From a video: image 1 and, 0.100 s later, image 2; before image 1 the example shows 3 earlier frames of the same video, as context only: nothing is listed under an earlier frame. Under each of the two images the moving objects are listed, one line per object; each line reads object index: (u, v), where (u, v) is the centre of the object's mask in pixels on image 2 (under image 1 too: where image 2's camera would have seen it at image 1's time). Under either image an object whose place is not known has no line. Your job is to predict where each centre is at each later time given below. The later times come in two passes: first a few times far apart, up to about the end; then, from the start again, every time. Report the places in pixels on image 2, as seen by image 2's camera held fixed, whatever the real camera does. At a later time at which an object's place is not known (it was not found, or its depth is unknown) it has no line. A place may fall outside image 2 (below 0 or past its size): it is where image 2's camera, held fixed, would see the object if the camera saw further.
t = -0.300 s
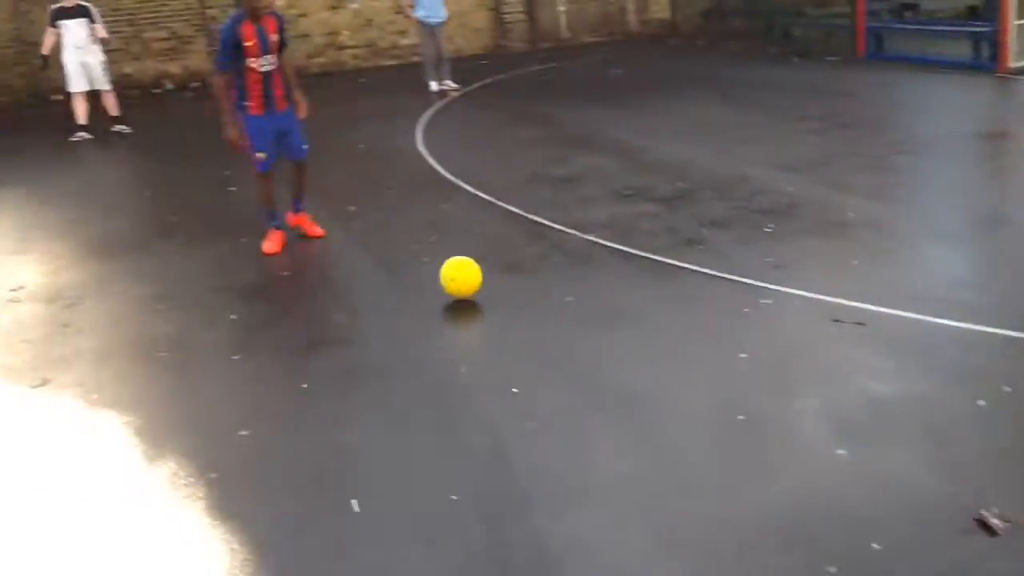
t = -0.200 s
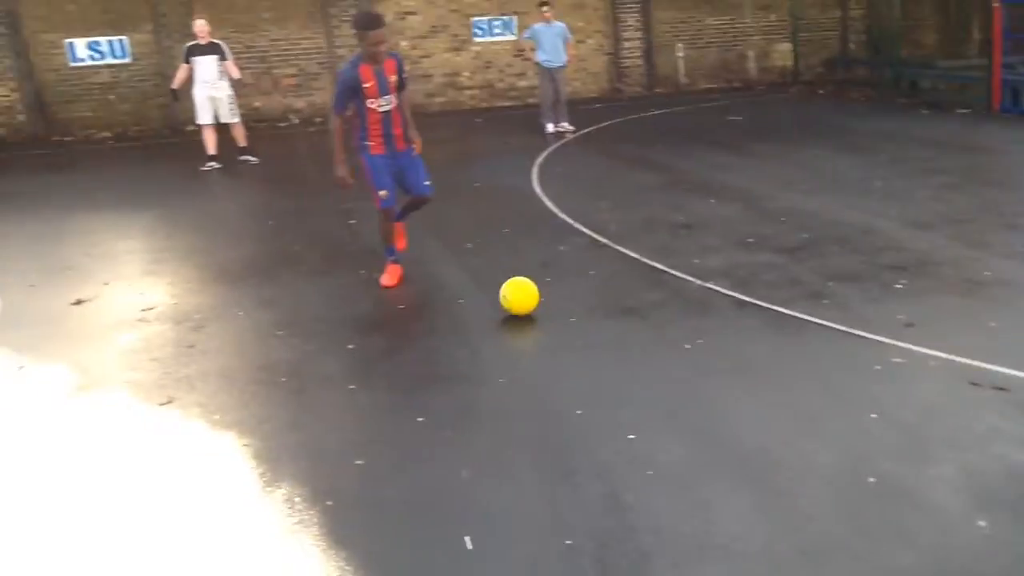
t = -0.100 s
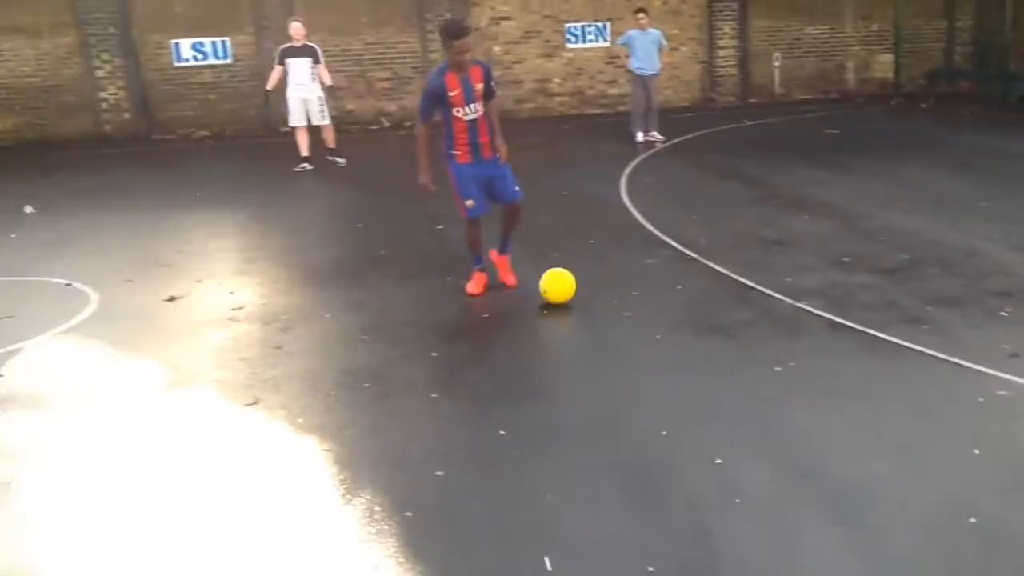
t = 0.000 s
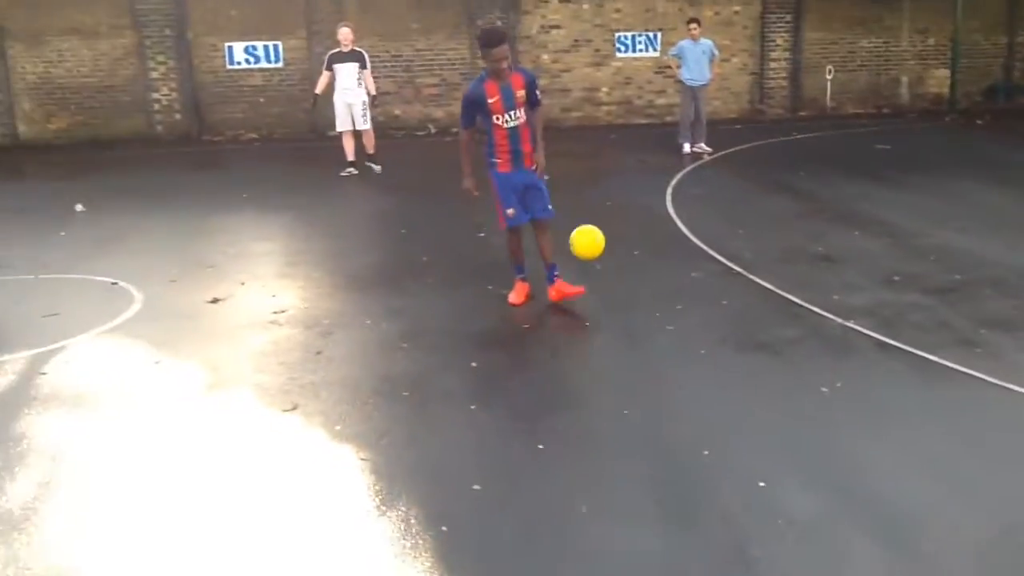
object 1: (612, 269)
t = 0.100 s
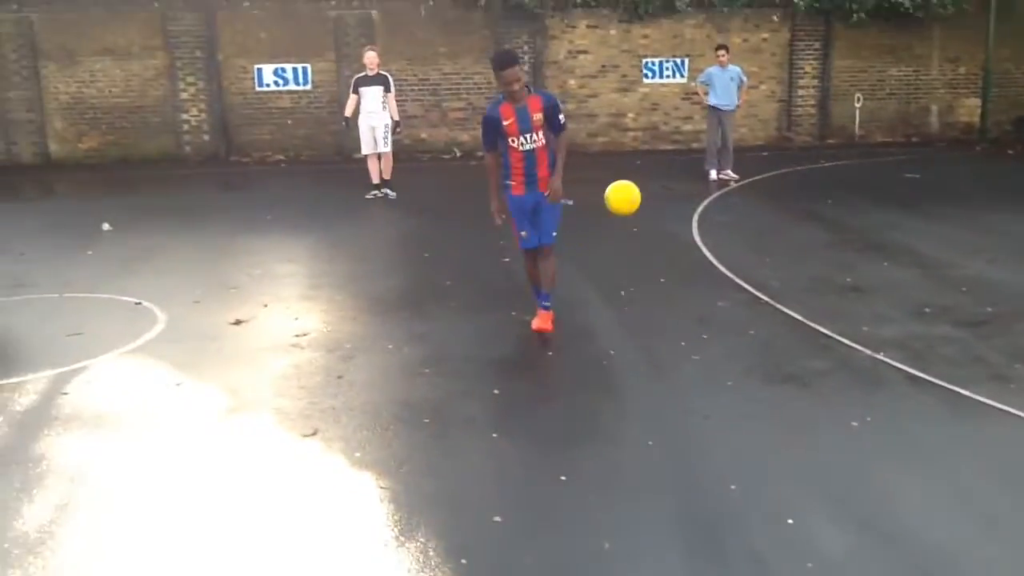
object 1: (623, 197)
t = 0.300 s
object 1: (644, 106)
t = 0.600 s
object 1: (676, 93)
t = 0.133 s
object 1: (626, 178)
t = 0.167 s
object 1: (630, 160)
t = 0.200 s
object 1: (633, 143)
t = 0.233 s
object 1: (637, 129)
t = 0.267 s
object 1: (641, 117)
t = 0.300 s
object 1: (644, 106)
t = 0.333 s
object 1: (647, 98)
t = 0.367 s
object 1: (651, 91)
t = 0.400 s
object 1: (655, 85)
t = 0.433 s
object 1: (658, 82)
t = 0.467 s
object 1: (662, 81)
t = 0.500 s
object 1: (666, 81)
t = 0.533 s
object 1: (669, 83)
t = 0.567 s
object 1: (673, 87)
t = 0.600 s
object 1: (676, 93)
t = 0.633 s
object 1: (680, 100)
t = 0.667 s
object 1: (684, 110)
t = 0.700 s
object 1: (687, 121)
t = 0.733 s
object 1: (690, 133)
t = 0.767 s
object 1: (693, 148)
